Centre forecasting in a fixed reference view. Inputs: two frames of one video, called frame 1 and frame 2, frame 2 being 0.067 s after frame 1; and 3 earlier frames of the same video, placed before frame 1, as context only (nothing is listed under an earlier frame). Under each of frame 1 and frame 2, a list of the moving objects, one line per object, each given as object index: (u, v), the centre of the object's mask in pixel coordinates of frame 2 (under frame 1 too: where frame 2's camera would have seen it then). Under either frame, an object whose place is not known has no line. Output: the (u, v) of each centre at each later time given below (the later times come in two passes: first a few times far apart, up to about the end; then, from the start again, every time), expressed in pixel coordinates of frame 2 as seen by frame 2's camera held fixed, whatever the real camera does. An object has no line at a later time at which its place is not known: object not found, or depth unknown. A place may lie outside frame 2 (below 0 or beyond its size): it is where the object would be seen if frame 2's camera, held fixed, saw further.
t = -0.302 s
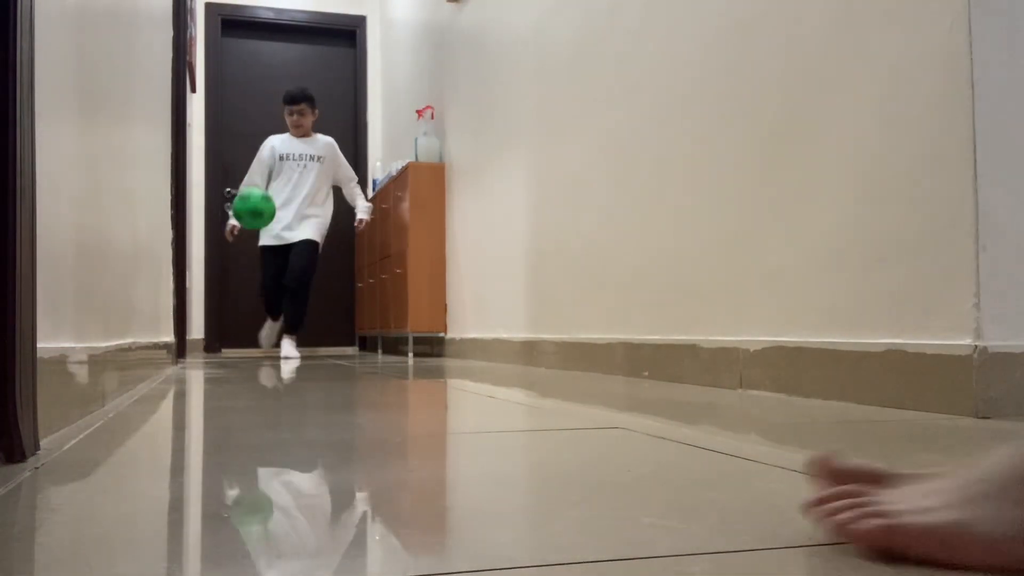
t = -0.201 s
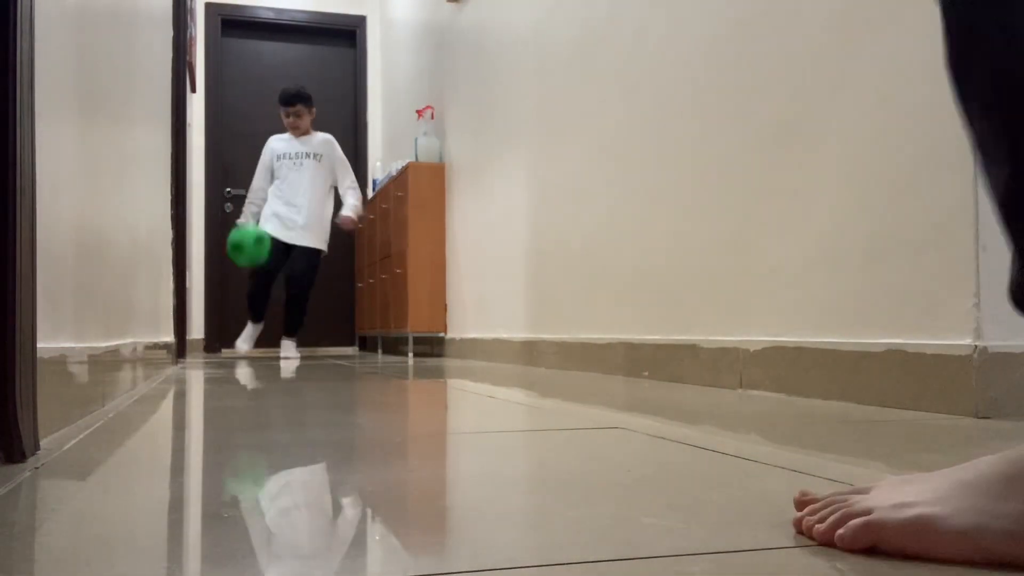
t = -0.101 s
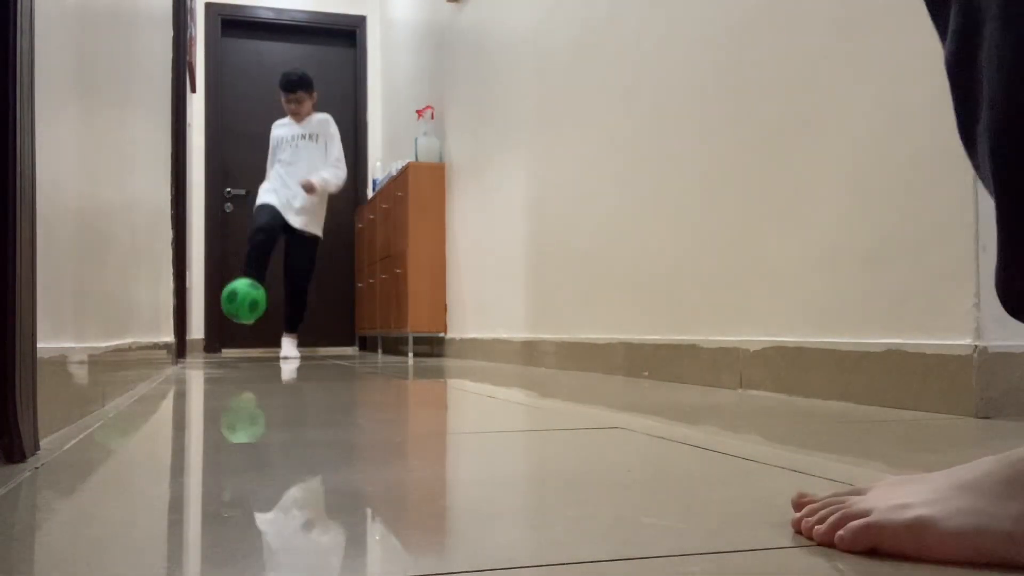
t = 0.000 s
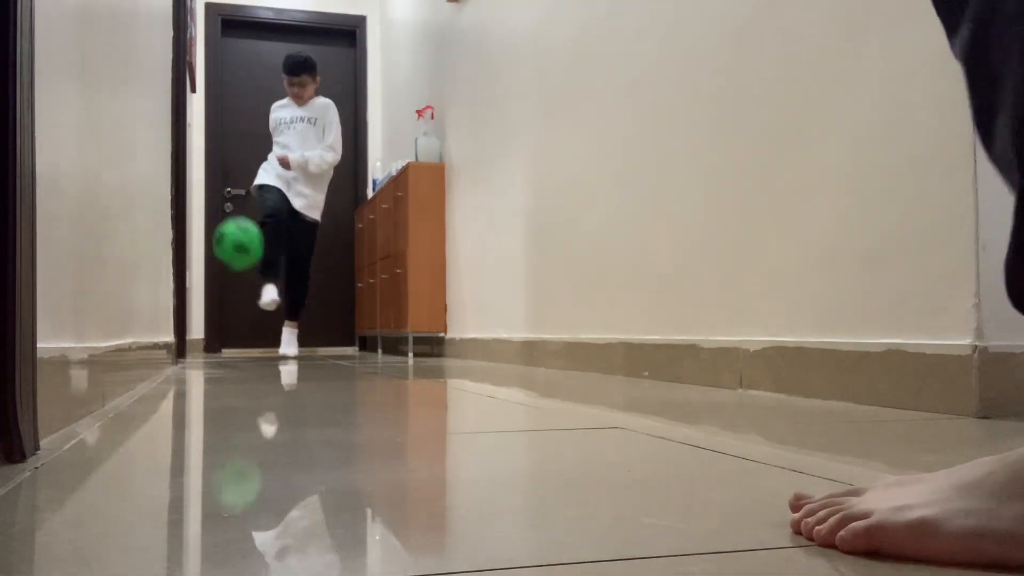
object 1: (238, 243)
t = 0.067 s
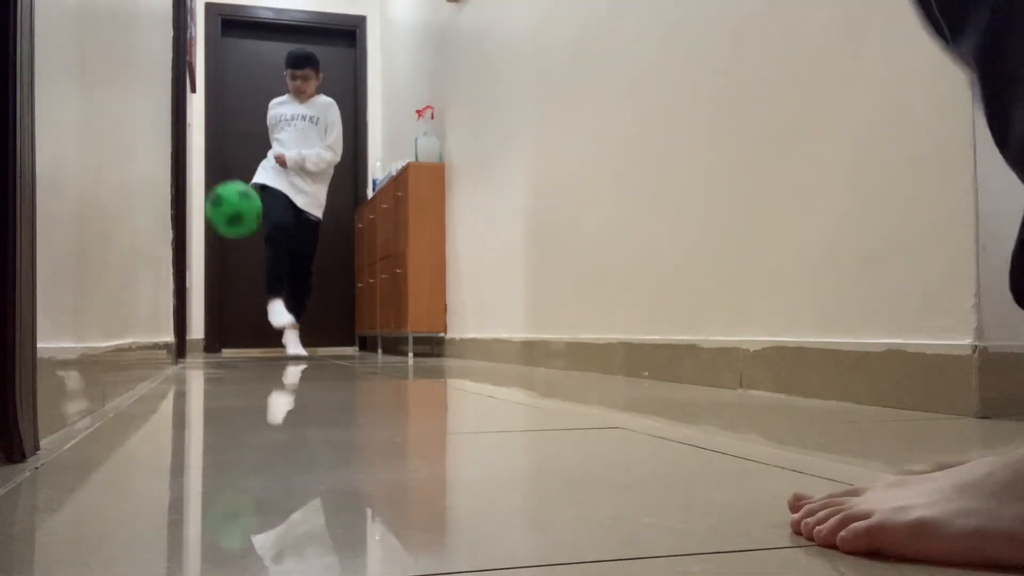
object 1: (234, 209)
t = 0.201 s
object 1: (224, 165)
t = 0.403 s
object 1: (194, 214)
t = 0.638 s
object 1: (152, 127)
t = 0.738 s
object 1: (206, 46)
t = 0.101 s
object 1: (232, 195)
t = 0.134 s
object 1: (229, 182)
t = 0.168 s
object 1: (227, 172)
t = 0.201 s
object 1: (224, 165)
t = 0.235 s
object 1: (220, 160)
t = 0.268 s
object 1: (216, 159)
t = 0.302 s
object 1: (211, 163)
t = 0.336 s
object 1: (207, 173)
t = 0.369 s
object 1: (200, 190)
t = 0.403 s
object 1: (194, 214)
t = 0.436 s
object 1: (186, 250)
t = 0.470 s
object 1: (178, 297)
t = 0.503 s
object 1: (165, 362)
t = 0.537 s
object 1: (143, 306)
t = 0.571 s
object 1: (126, 237)
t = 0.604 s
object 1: (138, 180)
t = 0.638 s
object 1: (152, 127)
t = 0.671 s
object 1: (165, 81)
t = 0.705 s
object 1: (184, 59)
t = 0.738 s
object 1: (206, 46)
